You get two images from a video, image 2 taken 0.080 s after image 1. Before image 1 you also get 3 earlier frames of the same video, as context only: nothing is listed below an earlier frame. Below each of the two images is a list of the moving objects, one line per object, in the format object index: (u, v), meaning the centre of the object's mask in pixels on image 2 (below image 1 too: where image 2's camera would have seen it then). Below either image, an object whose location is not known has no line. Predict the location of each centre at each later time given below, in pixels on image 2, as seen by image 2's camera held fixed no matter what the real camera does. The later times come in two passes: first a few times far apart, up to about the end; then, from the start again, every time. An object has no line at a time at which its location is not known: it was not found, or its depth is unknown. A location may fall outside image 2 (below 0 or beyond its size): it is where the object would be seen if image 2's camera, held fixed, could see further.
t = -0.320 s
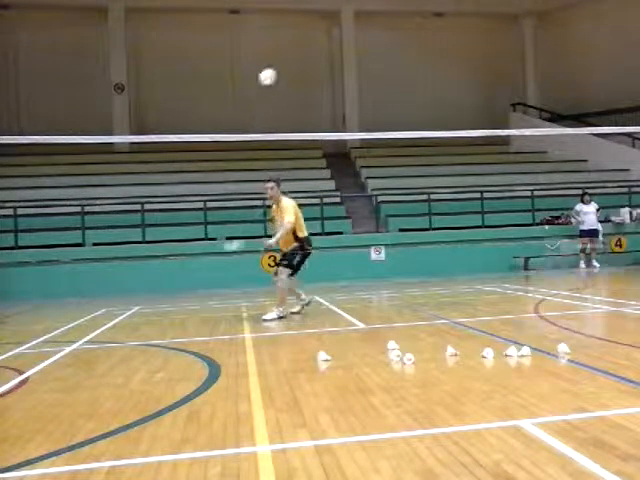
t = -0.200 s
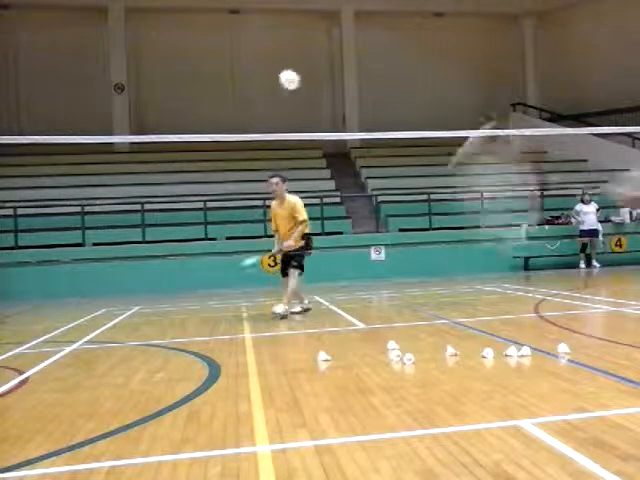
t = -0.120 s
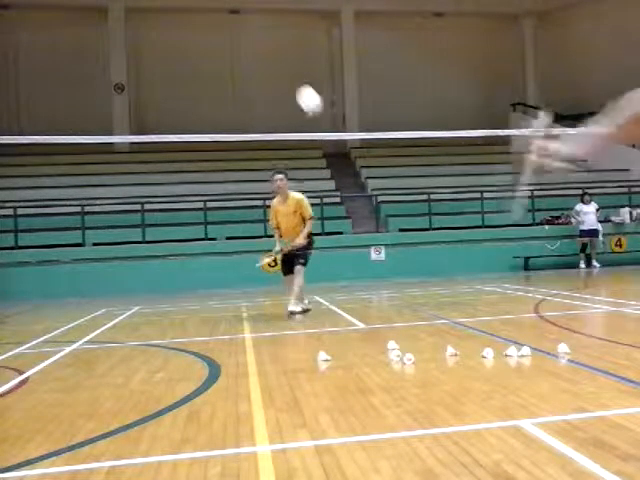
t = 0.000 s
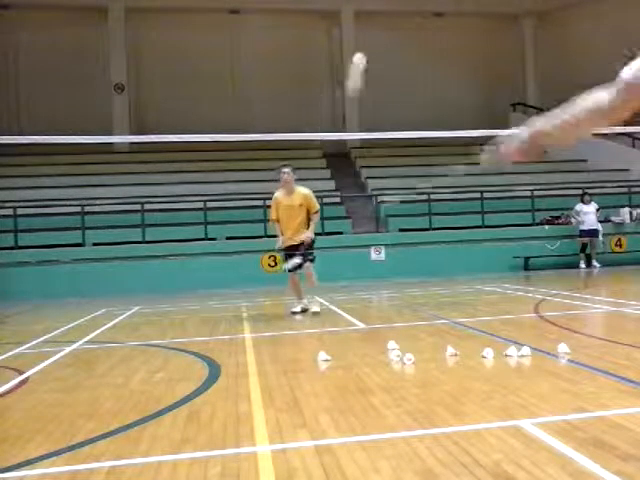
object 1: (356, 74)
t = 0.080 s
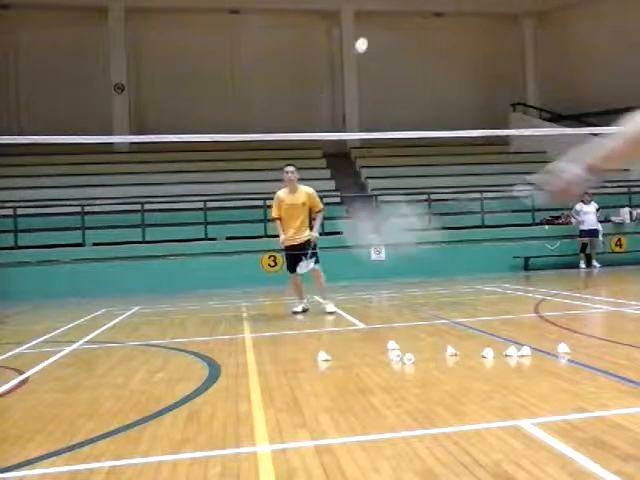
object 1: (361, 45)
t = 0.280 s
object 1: (369, 40)
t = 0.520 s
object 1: (376, 78)
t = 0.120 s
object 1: (364, 39)
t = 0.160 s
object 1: (366, 37)
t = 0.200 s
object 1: (367, 36)
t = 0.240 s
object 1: (368, 37)
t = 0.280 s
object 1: (369, 40)
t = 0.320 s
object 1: (370, 44)
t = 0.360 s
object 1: (372, 50)
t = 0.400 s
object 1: (373, 56)
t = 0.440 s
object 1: (375, 64)
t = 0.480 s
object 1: (375, 70)
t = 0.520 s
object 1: (376, 78)
